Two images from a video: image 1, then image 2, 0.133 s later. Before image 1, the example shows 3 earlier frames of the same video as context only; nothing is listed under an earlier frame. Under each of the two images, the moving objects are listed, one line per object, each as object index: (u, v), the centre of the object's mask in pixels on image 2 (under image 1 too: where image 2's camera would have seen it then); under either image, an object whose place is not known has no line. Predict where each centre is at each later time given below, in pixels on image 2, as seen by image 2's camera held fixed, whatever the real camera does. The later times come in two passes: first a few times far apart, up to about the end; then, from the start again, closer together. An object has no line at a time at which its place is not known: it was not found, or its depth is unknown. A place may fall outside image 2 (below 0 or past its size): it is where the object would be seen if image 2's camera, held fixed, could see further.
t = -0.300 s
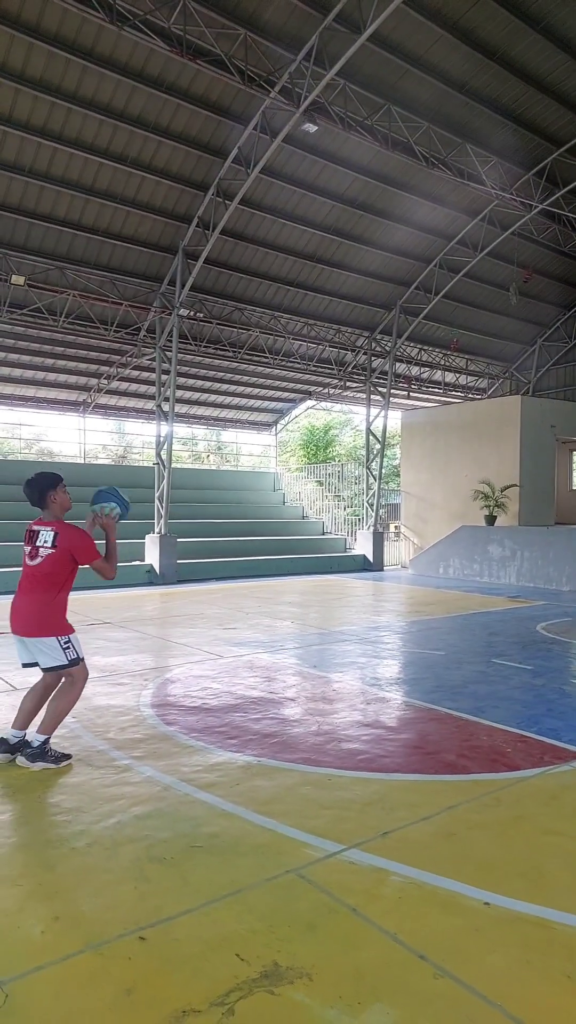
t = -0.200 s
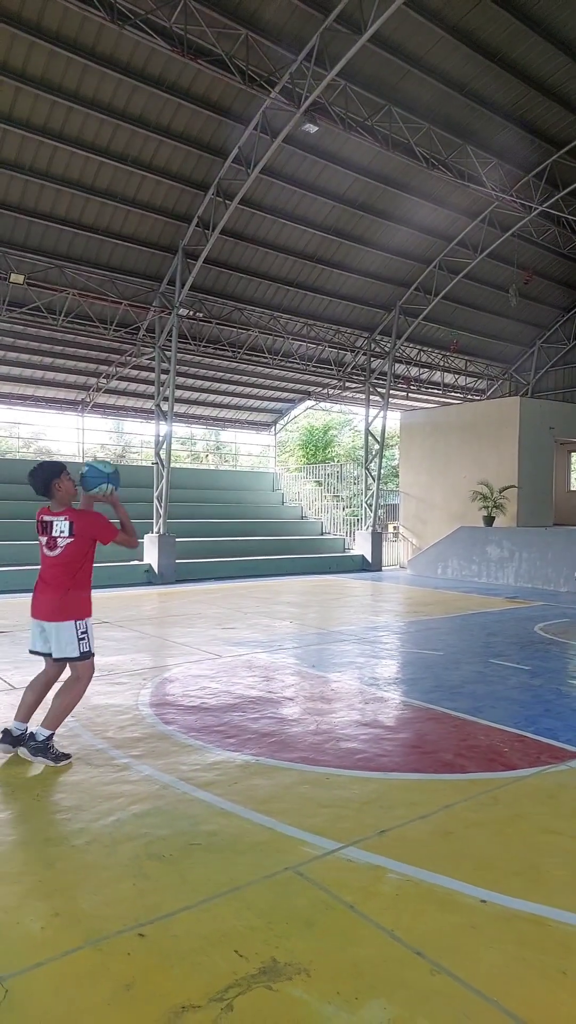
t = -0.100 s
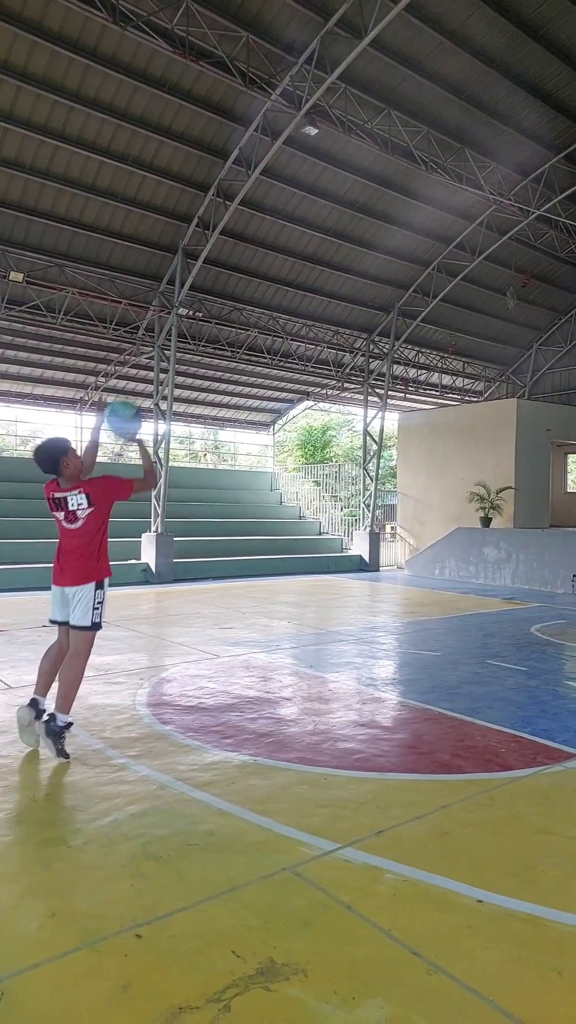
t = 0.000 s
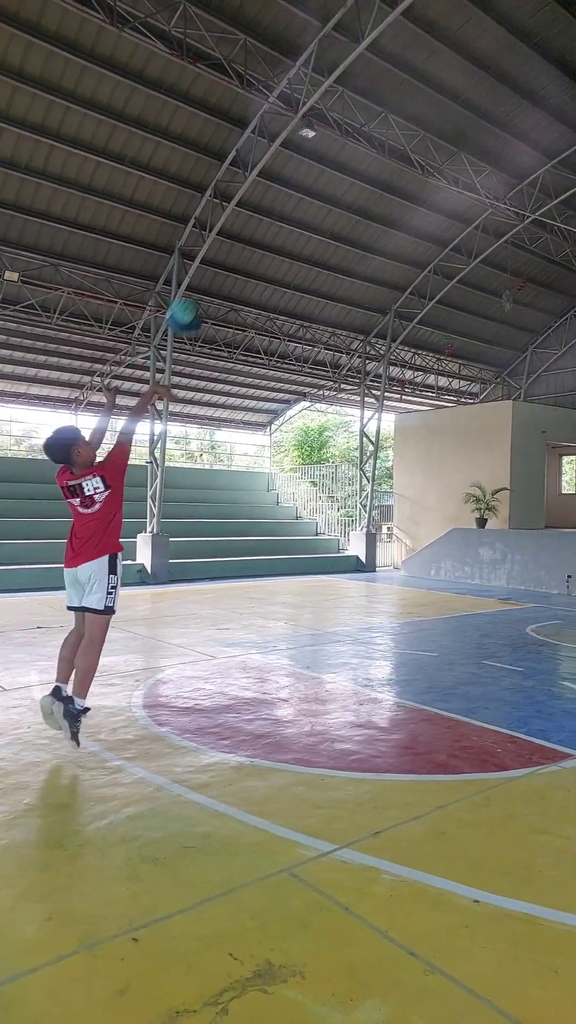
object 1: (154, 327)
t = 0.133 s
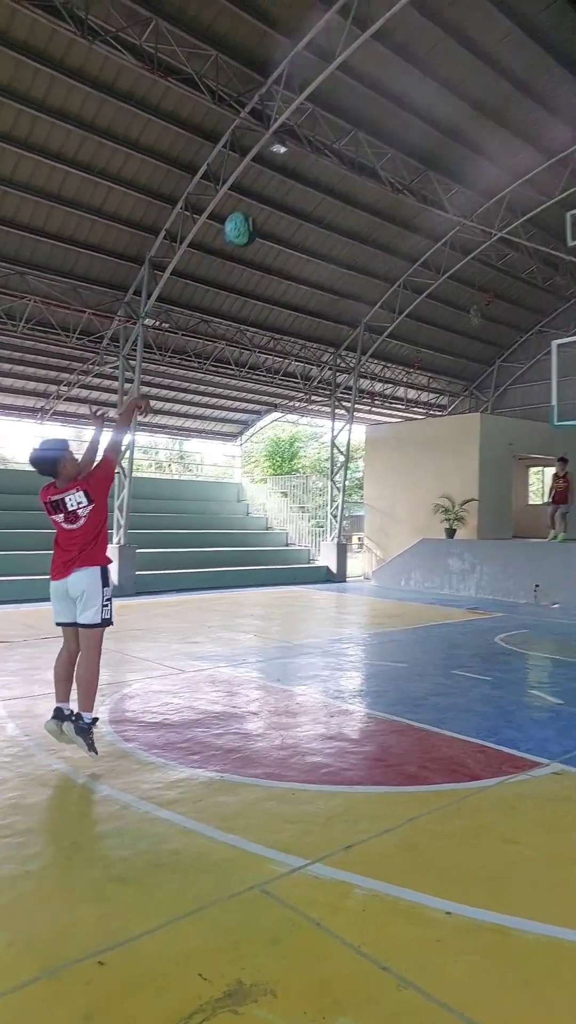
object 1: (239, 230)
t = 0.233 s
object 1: (295, 181)
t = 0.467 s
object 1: (398, 128)
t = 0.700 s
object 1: (477, 144)
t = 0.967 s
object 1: (546, 215)
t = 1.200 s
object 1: (593, 314)
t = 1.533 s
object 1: (648, 371)
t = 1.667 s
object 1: (666, 365)
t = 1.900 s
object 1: (680, 367)
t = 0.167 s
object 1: (259, 211)
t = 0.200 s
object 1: (278, 195)
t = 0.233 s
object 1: (295, 181)
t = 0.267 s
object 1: (311, 168)
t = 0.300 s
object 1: (327, 157)
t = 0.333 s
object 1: (342, 148)
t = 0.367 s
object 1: (357, 141)
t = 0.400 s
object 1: (371, 135)
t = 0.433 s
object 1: (385, 132)
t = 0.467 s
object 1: (398, 128)
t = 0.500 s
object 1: (411, 127)
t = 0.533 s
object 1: (422, 127)
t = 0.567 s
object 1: (434, 126)
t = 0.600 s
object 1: (445, 130)
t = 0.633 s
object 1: (456, 134)
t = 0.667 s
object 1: (466, 138)
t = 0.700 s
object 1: (477, 144)
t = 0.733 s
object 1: (486, 150)
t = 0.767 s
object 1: (496, 157)
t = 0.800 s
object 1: (504, 165)
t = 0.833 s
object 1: (513, 173)
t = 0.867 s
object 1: (522, 183)
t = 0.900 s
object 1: (530, 193)
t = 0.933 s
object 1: (538, 204)
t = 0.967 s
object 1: (546, 215)
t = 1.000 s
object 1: (554, 228)
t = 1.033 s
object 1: (561, 241)
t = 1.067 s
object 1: (567, 255)
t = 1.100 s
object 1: (574, 269)
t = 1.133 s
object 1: (581, 284)
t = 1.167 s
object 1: (587, 298)
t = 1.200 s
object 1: (593, 314)
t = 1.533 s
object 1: (648, 371)
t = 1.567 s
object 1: (651, 368)
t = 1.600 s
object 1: (656, 366)
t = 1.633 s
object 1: (660, 365)
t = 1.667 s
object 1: (666, 365)
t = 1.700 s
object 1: (670, 365)
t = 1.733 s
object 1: (671, 363)
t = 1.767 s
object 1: (672, 361)
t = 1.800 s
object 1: (674, 361)
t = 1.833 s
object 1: (675, 362)
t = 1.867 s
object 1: (678, 363)
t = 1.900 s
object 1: (680, 367)
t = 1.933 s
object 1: (682, 370)
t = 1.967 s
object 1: (684, 374)
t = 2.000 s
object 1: (687, 380)
